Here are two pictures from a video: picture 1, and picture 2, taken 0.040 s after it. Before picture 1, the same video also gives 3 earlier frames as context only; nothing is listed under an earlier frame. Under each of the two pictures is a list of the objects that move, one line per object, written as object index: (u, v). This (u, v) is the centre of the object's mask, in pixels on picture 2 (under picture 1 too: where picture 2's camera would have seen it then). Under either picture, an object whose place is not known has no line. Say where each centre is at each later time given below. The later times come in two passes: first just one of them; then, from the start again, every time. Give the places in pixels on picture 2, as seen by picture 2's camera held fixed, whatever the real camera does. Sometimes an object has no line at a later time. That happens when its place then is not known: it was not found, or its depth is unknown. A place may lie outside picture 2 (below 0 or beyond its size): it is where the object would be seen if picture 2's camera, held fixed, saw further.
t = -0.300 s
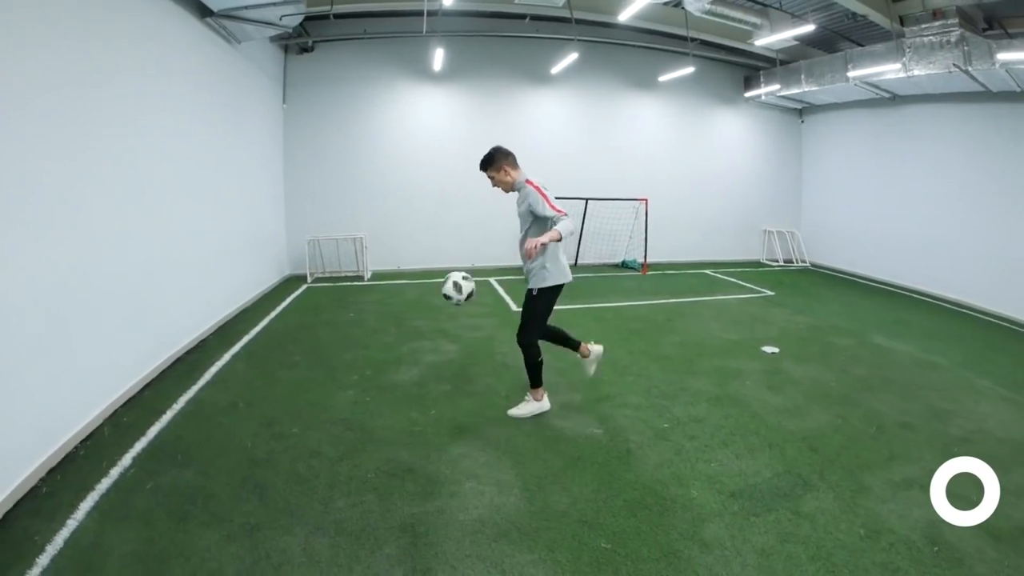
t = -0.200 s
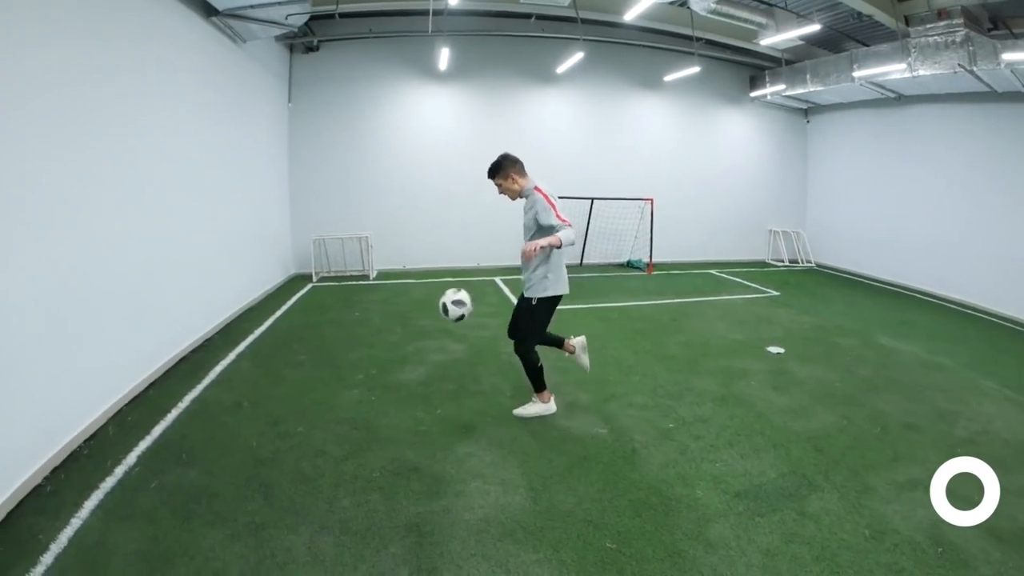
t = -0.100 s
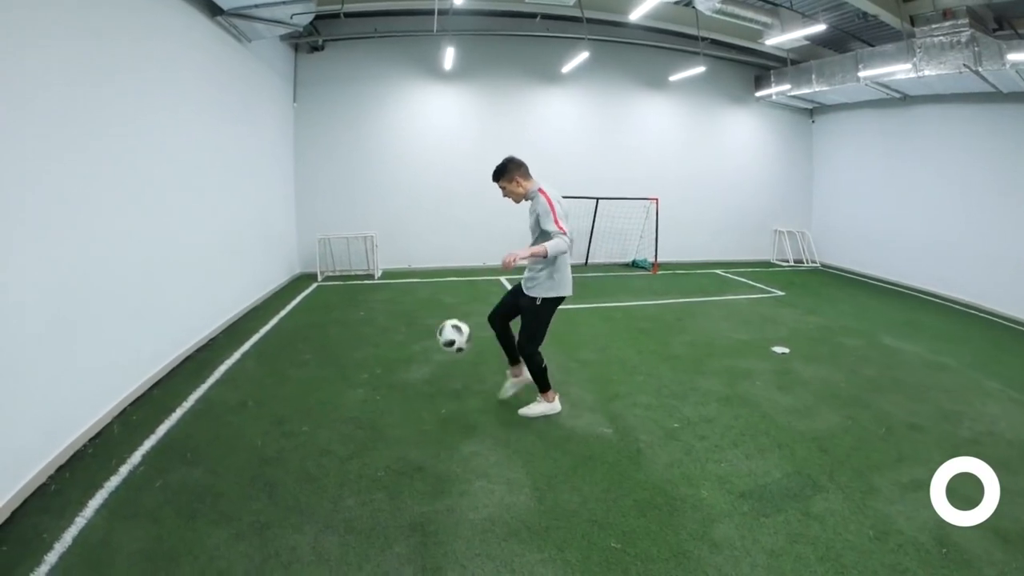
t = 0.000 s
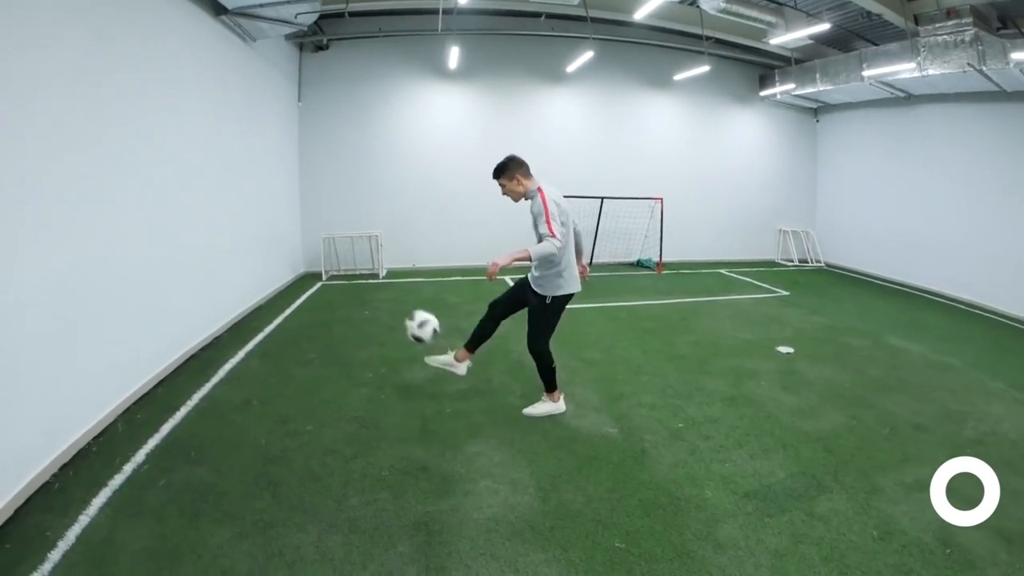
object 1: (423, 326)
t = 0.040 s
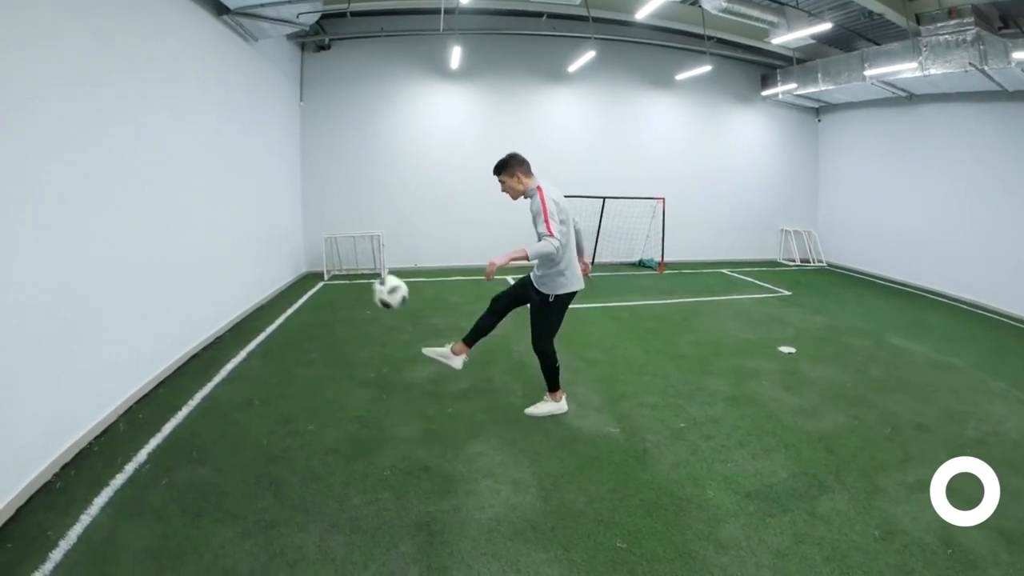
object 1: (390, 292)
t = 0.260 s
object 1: (209, 134)
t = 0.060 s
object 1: (373, 275)
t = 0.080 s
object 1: (357, 257)
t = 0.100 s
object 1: (340, 242)
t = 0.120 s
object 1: (322, 225)
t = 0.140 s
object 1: (305, 211)
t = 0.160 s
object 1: (288, 196)
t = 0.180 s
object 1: (271, 182)
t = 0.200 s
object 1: (255, 169)
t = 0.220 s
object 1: (239, 156)
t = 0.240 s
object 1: (223, 144)
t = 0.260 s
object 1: (209, 134)
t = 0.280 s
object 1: (194, 124)
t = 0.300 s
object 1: (179, 116)
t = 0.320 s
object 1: (165, 108)
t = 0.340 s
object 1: (151, 101)
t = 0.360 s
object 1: (137, 94)
